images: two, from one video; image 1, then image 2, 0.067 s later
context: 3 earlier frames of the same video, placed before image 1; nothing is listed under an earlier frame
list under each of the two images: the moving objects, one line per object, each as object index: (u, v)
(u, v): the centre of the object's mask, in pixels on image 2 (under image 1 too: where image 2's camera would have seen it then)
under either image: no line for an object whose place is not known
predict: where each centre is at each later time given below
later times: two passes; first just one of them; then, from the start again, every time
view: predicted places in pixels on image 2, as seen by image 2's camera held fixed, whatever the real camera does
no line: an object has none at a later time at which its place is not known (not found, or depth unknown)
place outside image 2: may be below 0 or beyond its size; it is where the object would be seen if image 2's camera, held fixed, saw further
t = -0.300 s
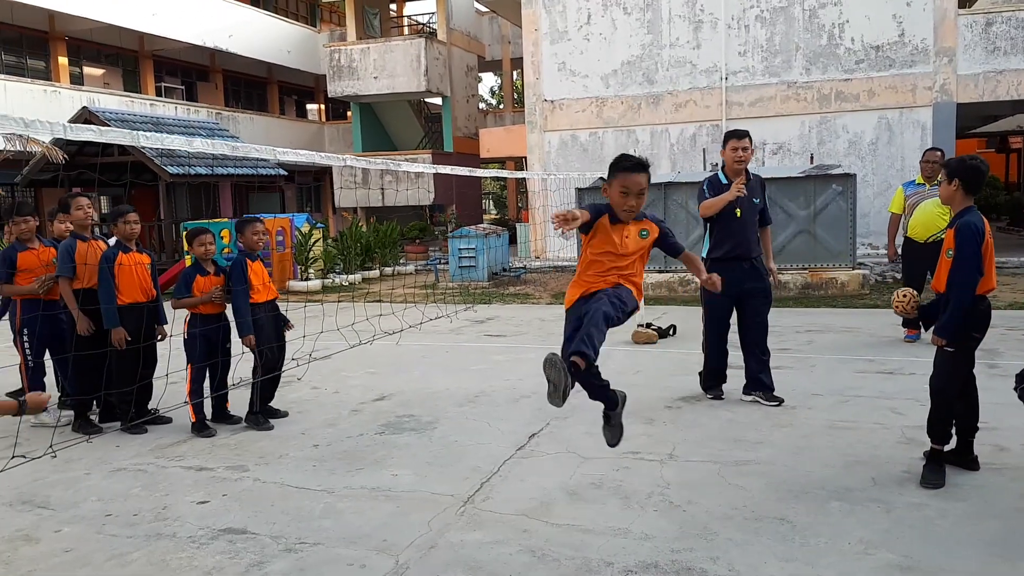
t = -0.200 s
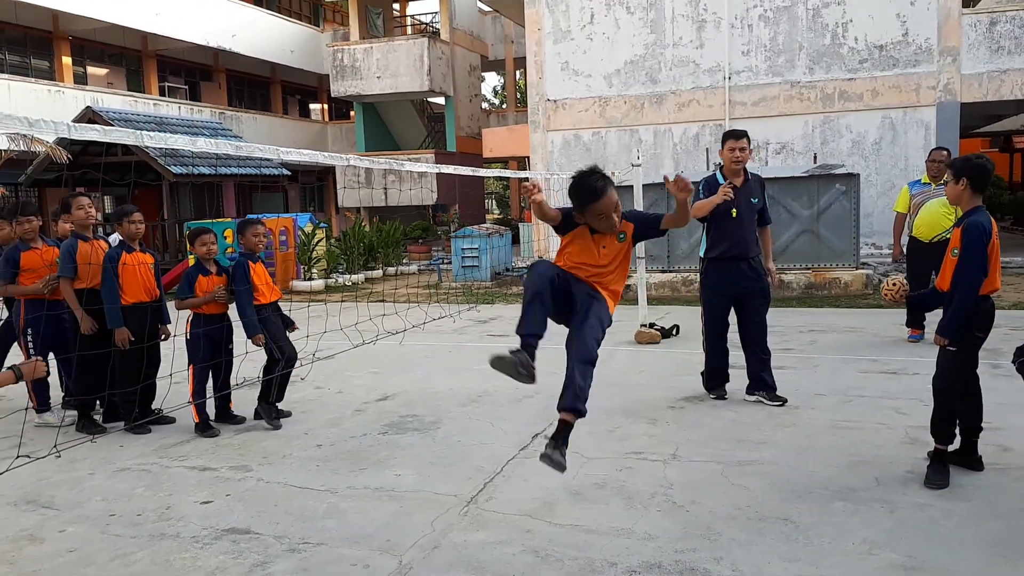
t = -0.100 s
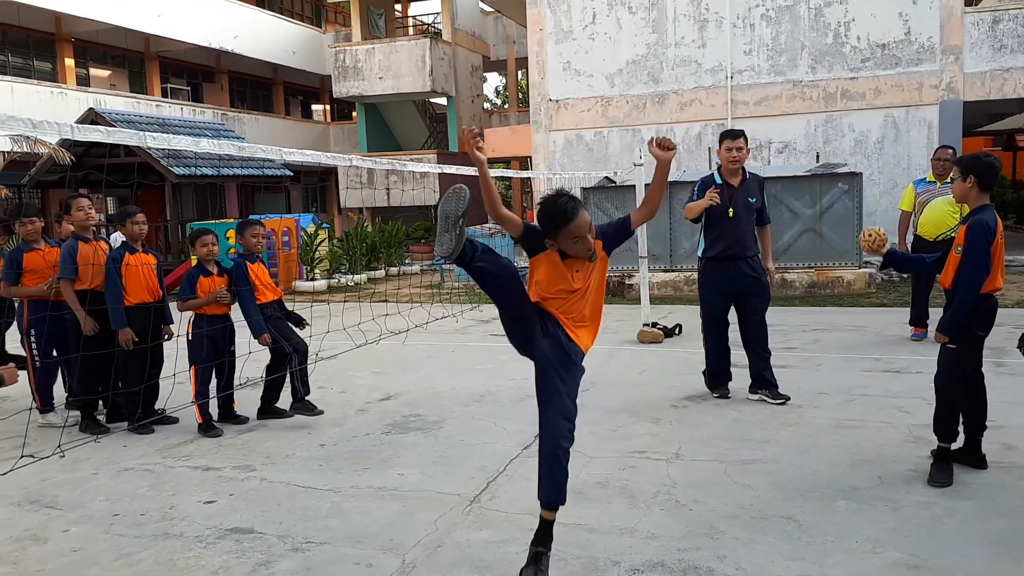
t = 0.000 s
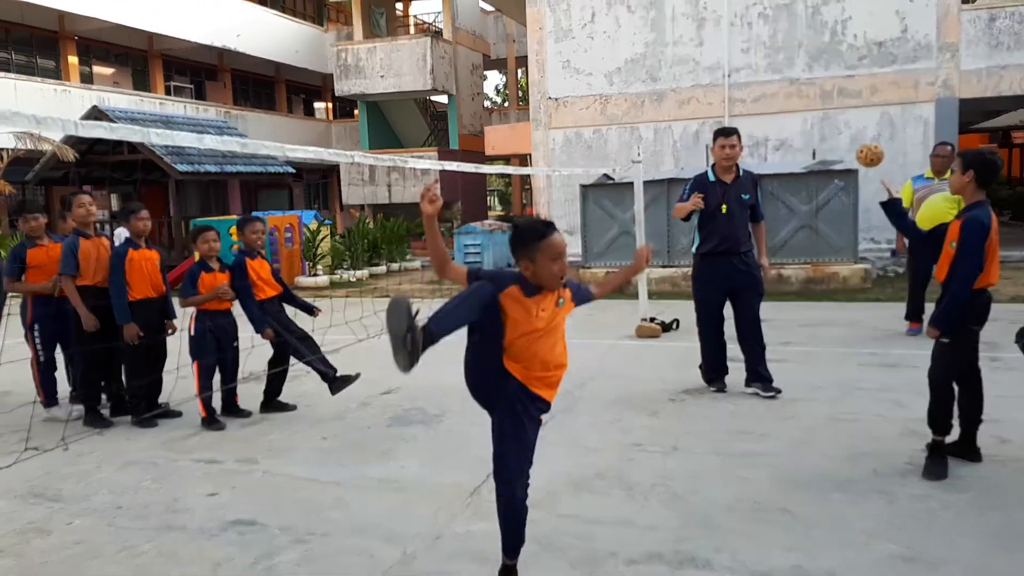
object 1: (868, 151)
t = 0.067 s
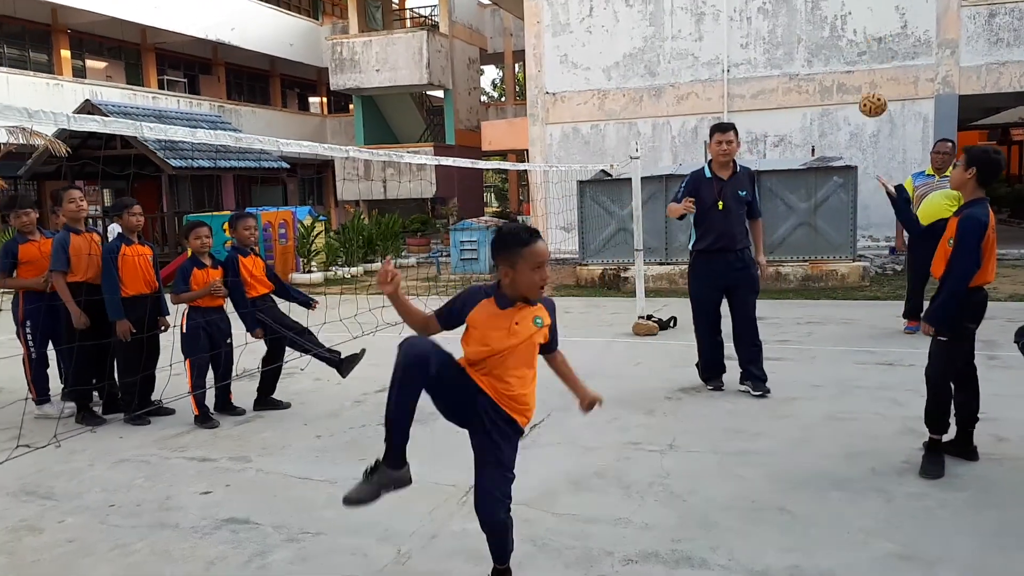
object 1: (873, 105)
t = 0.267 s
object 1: (885, 13)
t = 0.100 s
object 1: (875, 84)
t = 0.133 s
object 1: (878, 64)
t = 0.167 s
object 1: (881, 48)
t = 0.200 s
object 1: (881, 33)
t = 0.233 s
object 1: (883, 21)
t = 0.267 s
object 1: (885, 13)
